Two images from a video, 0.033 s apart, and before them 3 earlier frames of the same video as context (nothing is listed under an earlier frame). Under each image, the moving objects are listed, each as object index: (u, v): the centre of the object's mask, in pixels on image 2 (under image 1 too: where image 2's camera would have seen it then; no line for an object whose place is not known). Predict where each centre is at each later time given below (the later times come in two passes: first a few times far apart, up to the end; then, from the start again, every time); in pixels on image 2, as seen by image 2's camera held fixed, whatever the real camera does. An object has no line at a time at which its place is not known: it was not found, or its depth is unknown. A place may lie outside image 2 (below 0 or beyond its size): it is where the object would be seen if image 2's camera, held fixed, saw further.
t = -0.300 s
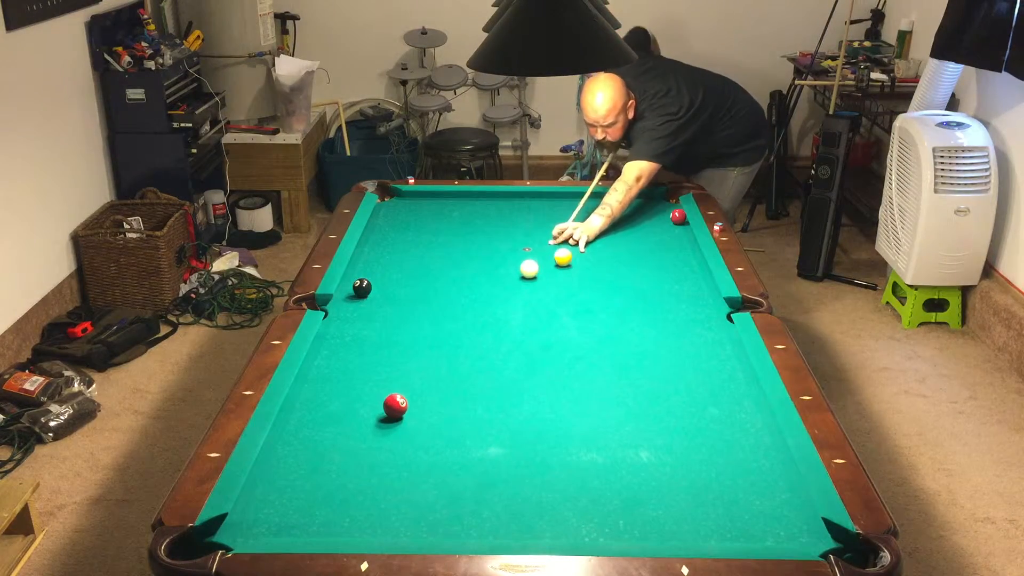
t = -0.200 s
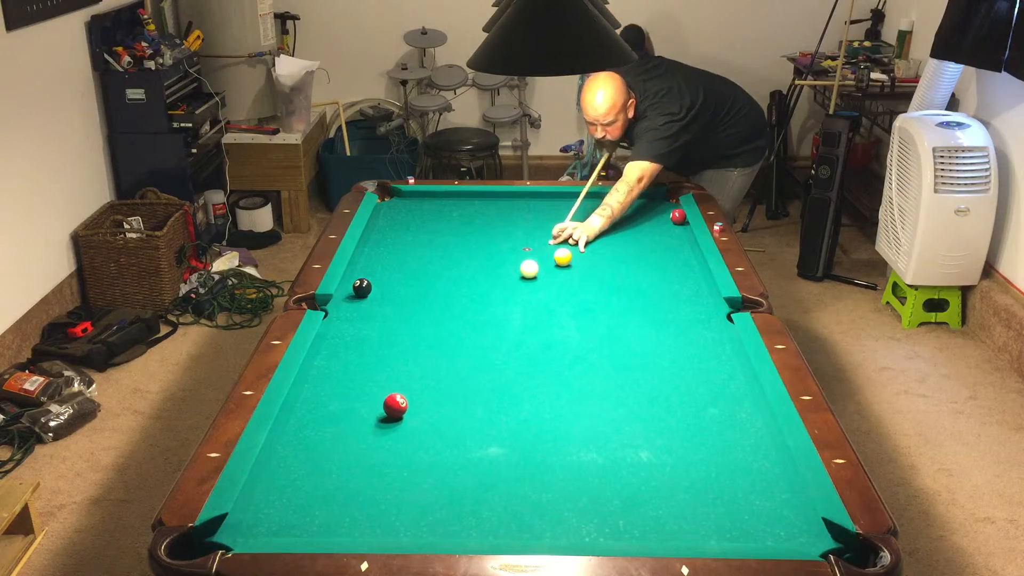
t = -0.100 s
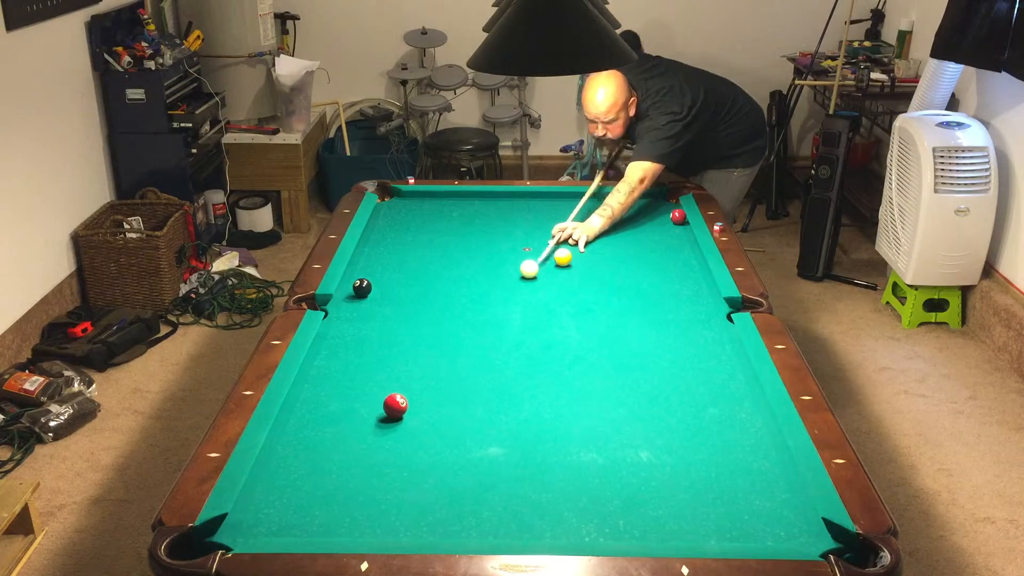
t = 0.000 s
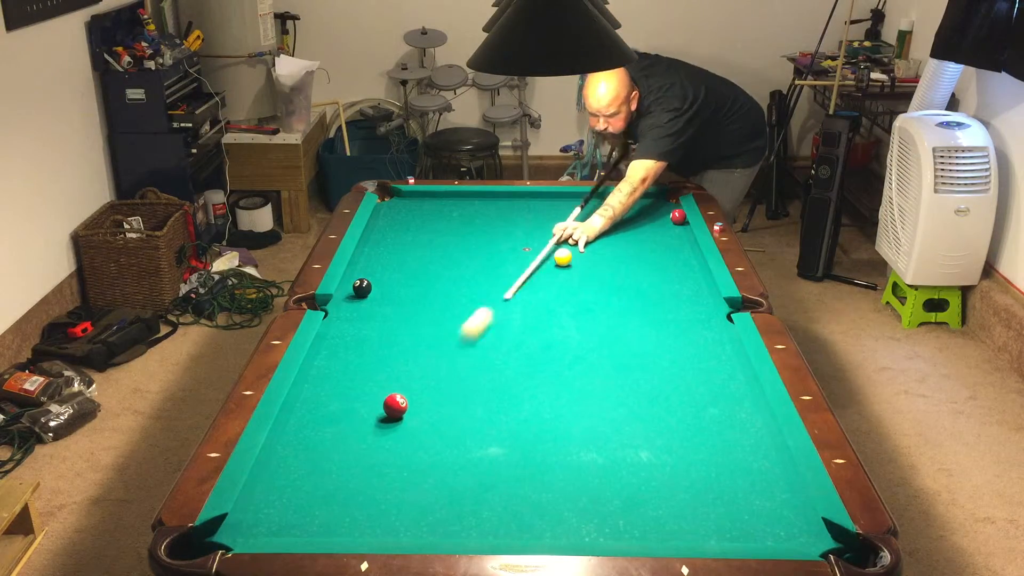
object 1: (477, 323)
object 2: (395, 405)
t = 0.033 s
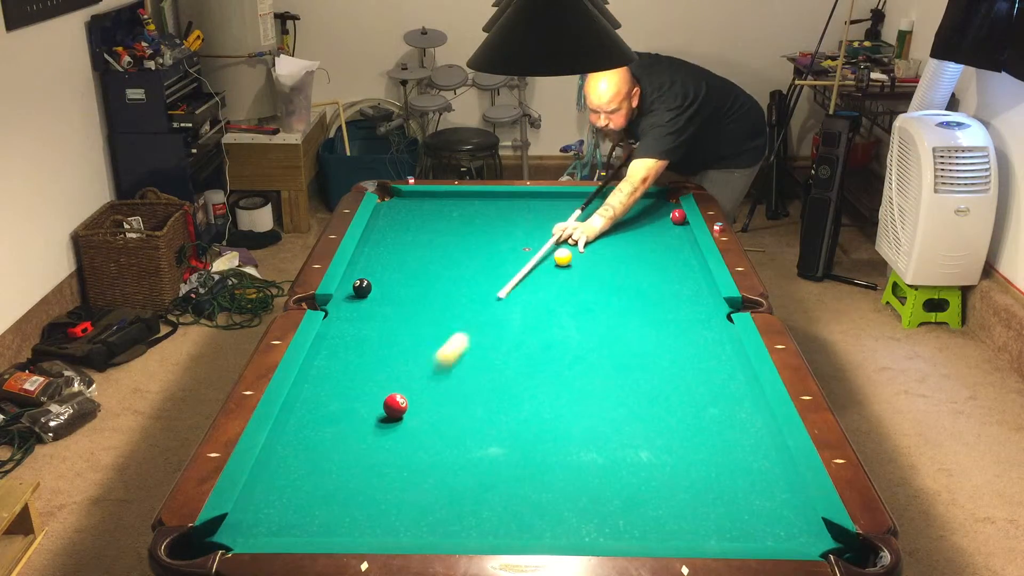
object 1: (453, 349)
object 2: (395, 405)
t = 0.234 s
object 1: (457, 408)
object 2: (279, 523)
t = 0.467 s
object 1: (530, 405)
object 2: (408, 437)
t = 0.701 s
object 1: (599, 399)
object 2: (500, 378)
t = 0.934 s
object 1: (664, 393)
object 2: (573, 329)
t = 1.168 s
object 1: (726, 388)
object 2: (633, 290)
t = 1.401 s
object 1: (722, 378)
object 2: (683, 257)
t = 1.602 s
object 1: (688, 368)
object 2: (664, 235)
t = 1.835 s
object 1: (651, 357)
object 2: (624, 213)
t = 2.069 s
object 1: (618, 347)
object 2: (589, 195)
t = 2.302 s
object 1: (588, 338)
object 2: (549, 207)
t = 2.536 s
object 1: (560, 330)
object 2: (507, 220)
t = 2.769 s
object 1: (536, 323)
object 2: (463, 233)
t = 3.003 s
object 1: (513, 316)
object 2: (418, 246)
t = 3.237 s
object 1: (494, 311)
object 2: (370, 260)
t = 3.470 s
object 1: (476, 305)
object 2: (376, 272)
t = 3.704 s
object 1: (461, 301)
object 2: (402, 284)
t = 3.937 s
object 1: (448, 297)
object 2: (427, 296)
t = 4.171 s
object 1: (466, 297)
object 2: (420, 303)
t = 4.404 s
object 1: (481, 298)
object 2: (414, 311)
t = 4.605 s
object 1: (493, 298)
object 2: (411, 317)
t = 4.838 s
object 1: (505, 298)
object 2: (407, 323)
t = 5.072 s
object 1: (515, 298)
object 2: (403, 329)
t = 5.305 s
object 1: (524, 298)
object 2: (400, 335)
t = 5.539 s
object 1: (530, 298)
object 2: (397, 339)
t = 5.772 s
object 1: (535, 299)
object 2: (395, 343)
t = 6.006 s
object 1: (538, 299)
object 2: (392, 346)
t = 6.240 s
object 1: (538, 299)
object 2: (392, 348)
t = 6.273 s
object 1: (538, 299)
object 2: (391, 349)
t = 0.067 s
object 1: (425, 379)
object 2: (395, 405)
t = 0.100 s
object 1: (415, 397)
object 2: (374, 417)
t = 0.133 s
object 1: (426, 401)
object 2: (326, 450)
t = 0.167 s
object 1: (436, 404)
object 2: (274, 486)
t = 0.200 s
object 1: (446, 407)
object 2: (254, 520)
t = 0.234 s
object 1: (457, 408)
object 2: (279, 523)
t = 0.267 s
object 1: (468, 409)
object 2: (302, 507)
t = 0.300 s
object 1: (478, 409)
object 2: (324, 494)
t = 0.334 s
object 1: (489, 408)
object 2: (343, 480)
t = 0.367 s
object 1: (499, 408)
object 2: (361, 468)
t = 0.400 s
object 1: (509, 407)
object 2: (378, 458)
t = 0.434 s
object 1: (520, 406)
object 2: (393, 447)
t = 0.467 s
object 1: (530, 405)
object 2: (408, 437)
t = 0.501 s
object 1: (540, 404)
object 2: (423, 427)
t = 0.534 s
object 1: (550, 403)
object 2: (437, 418)
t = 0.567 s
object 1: (560, 403)
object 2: (451, 410)
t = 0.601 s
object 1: (570, 402)
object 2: (463, 401)
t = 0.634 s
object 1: (579, 401)
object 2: (476, 393)
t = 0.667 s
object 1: (589, 400)
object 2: (488, 385)
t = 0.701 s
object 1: (599, 399)
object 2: (500, 378)
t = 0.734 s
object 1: (608, 398)
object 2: (511, 369)
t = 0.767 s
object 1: (618, 397)
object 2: (523, 363)
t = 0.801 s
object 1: (627, 397)
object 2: (533, 356)
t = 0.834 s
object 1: (636, 396)
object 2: (544, 349)
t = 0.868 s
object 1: (645, 395)
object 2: (554, 342)
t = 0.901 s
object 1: (655, 394)
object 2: (564, 336)
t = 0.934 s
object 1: (664, 393)
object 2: (573, 329)
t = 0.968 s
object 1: (673, 393)
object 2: (583, 323)
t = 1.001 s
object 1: (682, 392)
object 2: (592, 318)
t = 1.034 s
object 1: (691, 391)
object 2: (600, 312)
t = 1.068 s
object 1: (700, 390)
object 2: (609, 306)
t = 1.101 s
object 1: (708, 390)
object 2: (617, 300)
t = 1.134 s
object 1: (717, 389)
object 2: (625, 295)
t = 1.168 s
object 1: (726, 388)
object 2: (633, 290)
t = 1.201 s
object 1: (734, 388)
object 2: (641, 285)
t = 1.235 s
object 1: (743, 387)
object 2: (648, 280)
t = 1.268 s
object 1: (748, 386)
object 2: (655, 275)
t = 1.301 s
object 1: (741, 384)
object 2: (662, 270)
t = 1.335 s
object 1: (735, 382)
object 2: (670, 266)
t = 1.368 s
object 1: (729, 380)
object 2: (677, 261)
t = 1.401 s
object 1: (722, 378)
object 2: (683, 257)
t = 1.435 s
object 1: (717, 376)
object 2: (689, 253)
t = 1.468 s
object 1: (711, 375)
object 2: (690, 249)
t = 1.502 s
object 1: (705, 373)
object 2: (683, 245)
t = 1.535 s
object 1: (699, 371)
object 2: (676, 242)
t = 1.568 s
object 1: (694, 370)
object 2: (670, 238)
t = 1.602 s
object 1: (688, 368)
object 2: (664, 235)
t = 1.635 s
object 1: (683, 366)
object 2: (658, 231)
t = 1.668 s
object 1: (677, 365)
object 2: (652, 228)
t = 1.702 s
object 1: (672, 363)
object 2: (646, 225)
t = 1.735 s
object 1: (667, 362)
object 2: (641, 222)
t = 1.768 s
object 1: (662, 360)
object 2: (635, 219)
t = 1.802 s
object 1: (656, 358)
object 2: (630, 216)
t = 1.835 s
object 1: (651, 357)
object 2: (624, 213)
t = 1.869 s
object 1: (646, 356)
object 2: (619, 210)
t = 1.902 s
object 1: (641, 354)
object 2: (614, 207)
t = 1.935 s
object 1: (637, 353)
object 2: (609, 204)
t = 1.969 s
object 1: (632, 351)
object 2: (604, 201)
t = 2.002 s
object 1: (627, 350)
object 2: (599, 199)
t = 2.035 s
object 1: (623, 348)
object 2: (594, 196)
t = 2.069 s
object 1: (618, 347)
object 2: (589, 195)
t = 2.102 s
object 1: (613, 346)
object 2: (583, 197)
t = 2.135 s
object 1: (609, 344)
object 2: (578, 198)
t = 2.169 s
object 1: (605, 343)
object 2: (572, 200)
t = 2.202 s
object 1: (600, 342)
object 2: (566, 202)
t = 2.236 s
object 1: (596, 341)
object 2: (561, 204)
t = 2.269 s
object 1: (592, 339)
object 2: (555, 206)
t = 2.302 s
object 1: (588, 338)
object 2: (549, 207)
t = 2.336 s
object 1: (584, 337)
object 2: (543, 209)
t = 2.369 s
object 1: (579, 336)
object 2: (537, 211)
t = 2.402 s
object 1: (576, 335)
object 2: (531, 213)
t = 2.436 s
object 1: (572, 333)
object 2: (525, 214)
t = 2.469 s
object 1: (568, 332)
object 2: (519, 216)
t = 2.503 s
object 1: (564, 331)
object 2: (513, 218)
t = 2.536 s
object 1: (560, 330)
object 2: (507, 220)
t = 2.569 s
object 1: (557, 329)
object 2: (501, 221)
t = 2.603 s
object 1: (553, 328)
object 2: (495, 223)
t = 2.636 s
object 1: (550, 327)
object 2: (489, 225)
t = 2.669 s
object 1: (546, 326)
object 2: (482, 227)
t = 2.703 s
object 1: (543, 325)
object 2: (476, 229)
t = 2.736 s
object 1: (539, 324)
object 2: (470, 231)
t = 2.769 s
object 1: (536, 323)
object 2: (463, 233)
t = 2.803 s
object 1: (532, 322)
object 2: (457, 234)
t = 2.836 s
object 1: (529, 321)
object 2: (451, 236)
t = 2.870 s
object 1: (526, 320)
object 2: (444, 238)
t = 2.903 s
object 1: (523, 319)
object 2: (437, 240)
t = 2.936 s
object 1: (520, 318)
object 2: (431, 242)
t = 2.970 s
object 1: (516, 317)
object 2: (425, 244)
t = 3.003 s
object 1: (513, 316)
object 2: (418, 246)
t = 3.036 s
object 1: (511, 316)
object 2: (411, 248)
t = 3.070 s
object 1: (508, 315)
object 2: (404, 250)
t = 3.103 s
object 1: (505, 314)
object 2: (397, 252)
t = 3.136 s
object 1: (502, 313)
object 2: (391, 254)
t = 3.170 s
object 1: (499, 312)
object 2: (384, 256)
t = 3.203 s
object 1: (496, 311)
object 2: (377, 258)
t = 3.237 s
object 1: (494, 311)
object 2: (370, 260)
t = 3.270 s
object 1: (491, 310)
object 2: (363, 262)
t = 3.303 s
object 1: (489, 309)
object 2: (357, 265)
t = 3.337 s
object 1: (486, 308)
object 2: (361, 266)
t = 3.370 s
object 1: (483, 307)
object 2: (364, 267)
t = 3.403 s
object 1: (481, 307)
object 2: (368, 269)
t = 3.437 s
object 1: (478, 306)
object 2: (372, 271)
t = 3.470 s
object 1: (476, 305)
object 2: (376, 272)
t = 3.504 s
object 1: (474, 305)
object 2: (379, 274)
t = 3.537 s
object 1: (471, 304)
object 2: (383, 276)
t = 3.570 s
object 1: (469, 303)
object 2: (387, 277)
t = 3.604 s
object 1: (467, 303)
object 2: (390, 279)
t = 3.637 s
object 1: (465, 302)
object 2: (394, 281)
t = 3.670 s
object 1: (463, 302)
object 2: (397, 283)
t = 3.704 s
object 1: (461, 301)
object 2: (402, 284)
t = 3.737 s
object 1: (459, 300)
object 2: (405, 286)
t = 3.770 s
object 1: (456, 300)
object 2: (409, 287)
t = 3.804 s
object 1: (455, 299)
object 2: (413, 289)
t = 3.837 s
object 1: (453, 299)
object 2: (416, 290)
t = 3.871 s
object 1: (451, 298)
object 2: (420, 292)
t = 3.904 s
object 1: (449, 298)
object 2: (424, 294)
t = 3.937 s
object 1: (448, 297)
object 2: (427, 296)
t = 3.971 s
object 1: (451, 297)
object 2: (426, 297)
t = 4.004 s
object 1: (454, 297)
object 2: (425, 298)
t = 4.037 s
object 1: (456, 297)
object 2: (424, 299)
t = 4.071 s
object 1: (459, 298)
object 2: (423, 300)
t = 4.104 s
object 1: (461, 297)
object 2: (422, 301)
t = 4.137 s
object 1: (463, 298)
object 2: (421, 302)
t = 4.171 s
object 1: (466, 297)
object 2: (420, 303)
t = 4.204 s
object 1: (468, 298)
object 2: (419, 304)
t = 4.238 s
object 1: (471, 298)
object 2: (418, 306)
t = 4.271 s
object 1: (473, 298)
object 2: (418, 307)
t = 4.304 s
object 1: (475, 298)
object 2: (417, 308)
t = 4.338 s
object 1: (477, 298)
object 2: (416, 309)
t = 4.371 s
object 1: (479, 298)
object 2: (415, 310)
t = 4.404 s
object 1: (481, 298)
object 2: (414, 311)
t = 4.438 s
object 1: (483, 298)
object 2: (414, 312)
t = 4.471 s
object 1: (485, 298)
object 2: (413, 313)
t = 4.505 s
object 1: (487, 298)
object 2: (412, 314)
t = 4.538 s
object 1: (489, 298)
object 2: (412, 315)
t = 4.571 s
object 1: (491, 298)
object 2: (411, 315)
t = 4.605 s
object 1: (493, 298)
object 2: (411, 317)
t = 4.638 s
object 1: (495, 298)
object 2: (410, 317)
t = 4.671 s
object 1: (497, 298)
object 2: (410, 318)
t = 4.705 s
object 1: (498, 298)
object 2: (409, 319)
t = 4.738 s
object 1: (500, 298)
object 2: (408, 320)
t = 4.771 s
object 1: (502, 298)
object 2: (408, 321)
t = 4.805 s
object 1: (503, 298)
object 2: (407, 322)
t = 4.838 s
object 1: (505, 298)
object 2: (407, 323)
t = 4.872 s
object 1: (507, 298)
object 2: (406, 324)
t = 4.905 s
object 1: (508, 298)
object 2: (405, 325)
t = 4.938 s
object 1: (510, 298)
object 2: (405, 326)
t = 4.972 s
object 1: (511, 298)
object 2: (404, 326)
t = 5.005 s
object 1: (513, 298)
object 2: (404, 327)
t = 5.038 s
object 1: (514, 298)
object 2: (403, 328)
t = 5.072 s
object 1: (515, 298)
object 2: (403, 329)
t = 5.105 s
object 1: (517, 298)
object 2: (402, 330)
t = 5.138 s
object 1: (518, 298)
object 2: (402, 331)
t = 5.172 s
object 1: (519, 298)
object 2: (402, 331)
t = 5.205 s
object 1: (521, 298)
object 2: (401, 332)
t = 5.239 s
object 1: (522, 298)
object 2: (401, 333)
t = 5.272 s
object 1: (523, 298)
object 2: (400, 333)
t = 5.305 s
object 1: (524, 298)
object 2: (400, 335)
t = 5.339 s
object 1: (525, 298)
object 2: (399, 335)
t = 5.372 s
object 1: (526, 298)
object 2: (399, 336)
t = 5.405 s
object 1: (527, 298)
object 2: (399, 337)
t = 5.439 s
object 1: (528, 298)
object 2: (398, 337)
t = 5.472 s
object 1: (529, 298)
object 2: (398, 338)
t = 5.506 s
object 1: (530, 299)
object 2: (397, 339)
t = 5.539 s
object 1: (530, 298)
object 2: (397, 339)
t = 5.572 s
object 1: (531, 299)
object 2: (397, 339)
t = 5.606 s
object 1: (532, 299)
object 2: (397, 340)
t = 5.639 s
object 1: (533, 299)
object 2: (396, 341)
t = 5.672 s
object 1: (533, 299)
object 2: (396, 341)
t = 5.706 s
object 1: (534, 299)
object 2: (395, 342)
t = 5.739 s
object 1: (534, 299)
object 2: (395, 342)
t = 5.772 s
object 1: (535, 299)
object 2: (395, 343)
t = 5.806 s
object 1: (535, 299)
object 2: (394, 343)
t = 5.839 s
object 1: (536, 299)
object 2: (394, 344)
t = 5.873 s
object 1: (536, 299)
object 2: (394, 344)
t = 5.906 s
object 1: (537, 299)
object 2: (393, 345)
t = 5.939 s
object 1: (537, 299)
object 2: (393, 345)
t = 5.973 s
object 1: (537, 299)
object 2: (393, 346)
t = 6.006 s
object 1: (538, 299)
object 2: (392, 346)
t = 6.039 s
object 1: (538, 299)
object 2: (392, 347)
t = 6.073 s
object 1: (538, 299)
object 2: (392, 347)
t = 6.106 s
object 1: (538, 299)
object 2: (392, 347)
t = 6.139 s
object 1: (538, 299)
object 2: (392, 348)
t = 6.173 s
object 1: (538, 299)
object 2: (392, 348)
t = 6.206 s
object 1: (538, 299)
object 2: (392, 348)
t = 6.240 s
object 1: (538, 299)
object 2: (392, 348)
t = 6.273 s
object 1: (538, 299)
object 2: (391, 349)
